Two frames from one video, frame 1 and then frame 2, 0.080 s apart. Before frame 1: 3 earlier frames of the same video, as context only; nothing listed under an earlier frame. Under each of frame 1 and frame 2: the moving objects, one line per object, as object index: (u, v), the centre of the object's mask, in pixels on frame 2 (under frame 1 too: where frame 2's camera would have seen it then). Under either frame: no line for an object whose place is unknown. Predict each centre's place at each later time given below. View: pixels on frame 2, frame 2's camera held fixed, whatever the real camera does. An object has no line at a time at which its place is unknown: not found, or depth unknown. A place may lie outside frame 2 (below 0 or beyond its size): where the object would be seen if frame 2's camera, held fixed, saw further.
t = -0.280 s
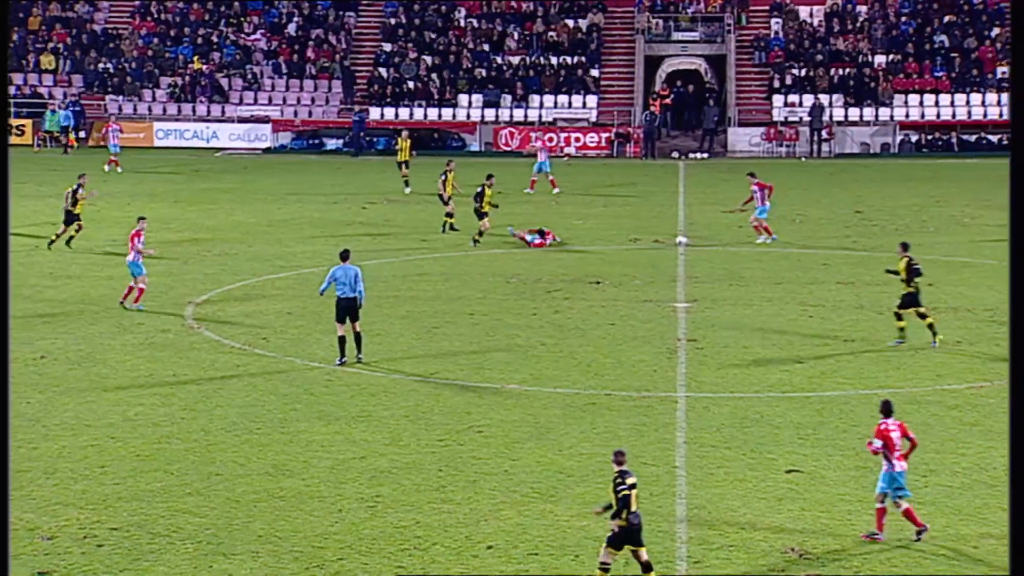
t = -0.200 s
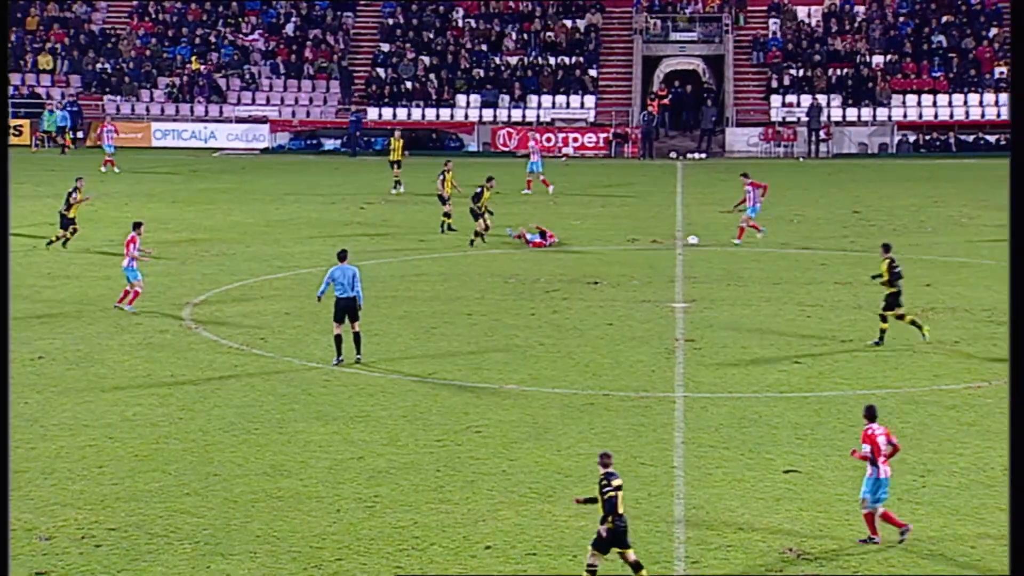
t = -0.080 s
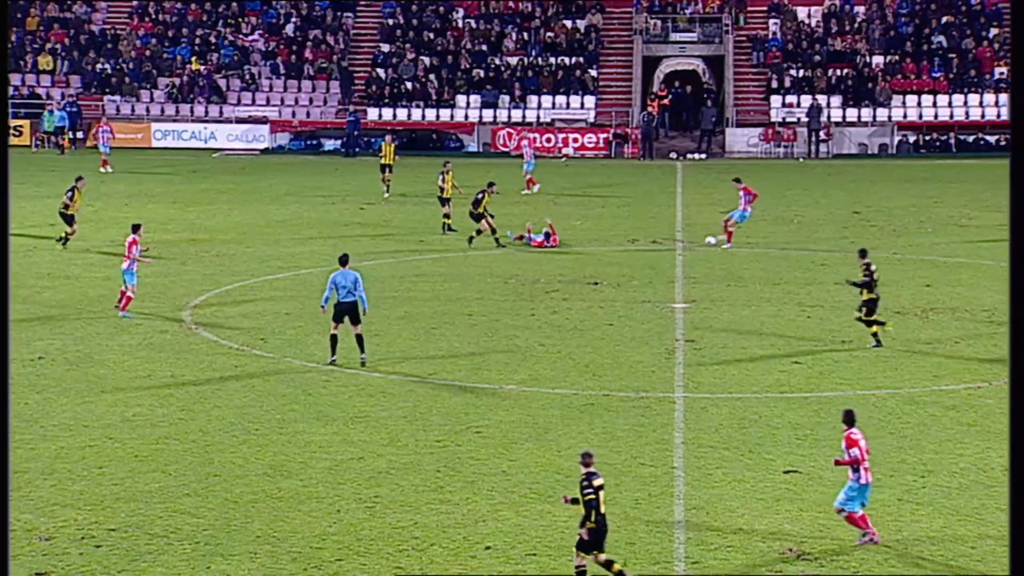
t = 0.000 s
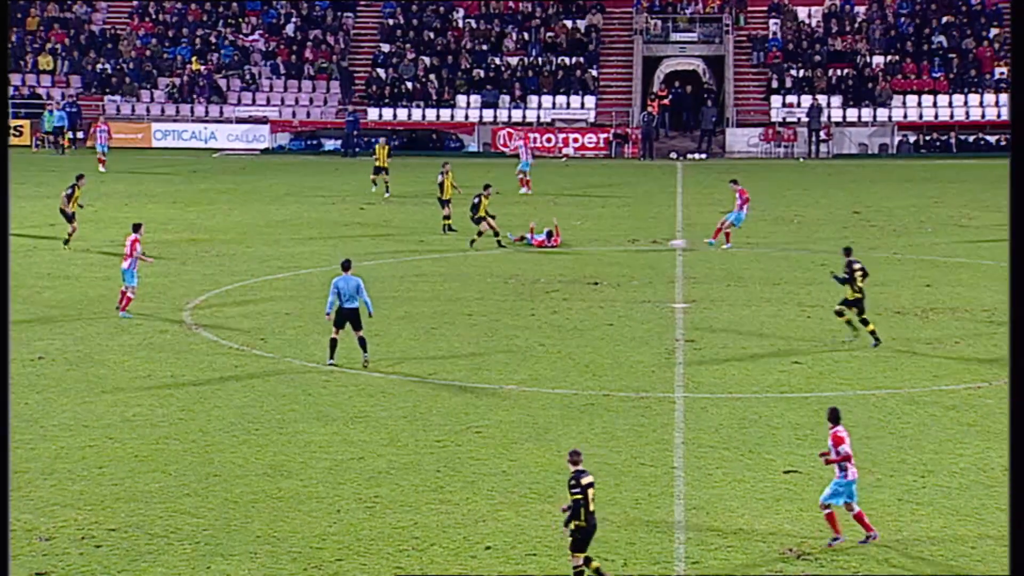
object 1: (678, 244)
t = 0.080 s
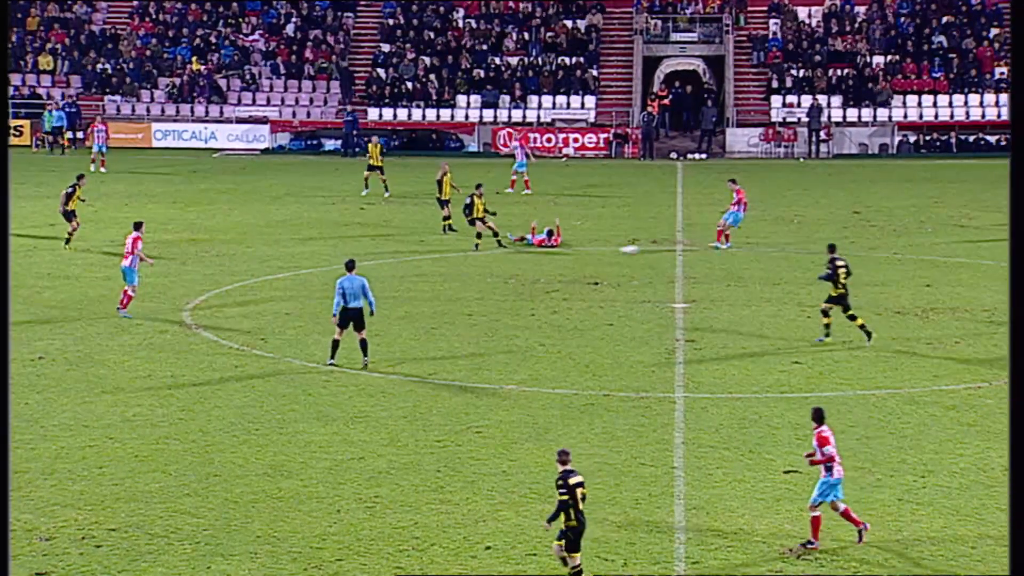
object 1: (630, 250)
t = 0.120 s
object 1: (606, 252)
